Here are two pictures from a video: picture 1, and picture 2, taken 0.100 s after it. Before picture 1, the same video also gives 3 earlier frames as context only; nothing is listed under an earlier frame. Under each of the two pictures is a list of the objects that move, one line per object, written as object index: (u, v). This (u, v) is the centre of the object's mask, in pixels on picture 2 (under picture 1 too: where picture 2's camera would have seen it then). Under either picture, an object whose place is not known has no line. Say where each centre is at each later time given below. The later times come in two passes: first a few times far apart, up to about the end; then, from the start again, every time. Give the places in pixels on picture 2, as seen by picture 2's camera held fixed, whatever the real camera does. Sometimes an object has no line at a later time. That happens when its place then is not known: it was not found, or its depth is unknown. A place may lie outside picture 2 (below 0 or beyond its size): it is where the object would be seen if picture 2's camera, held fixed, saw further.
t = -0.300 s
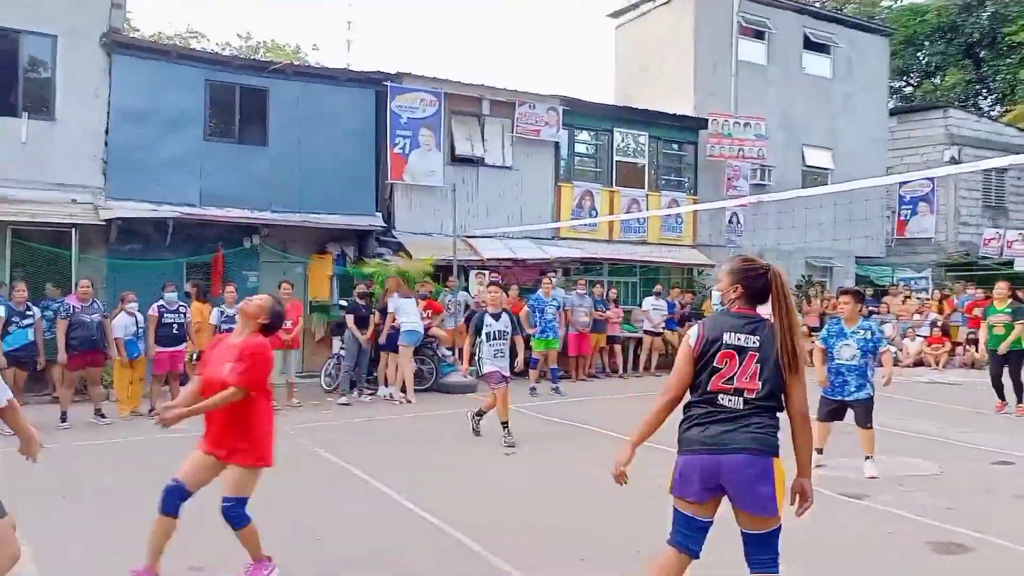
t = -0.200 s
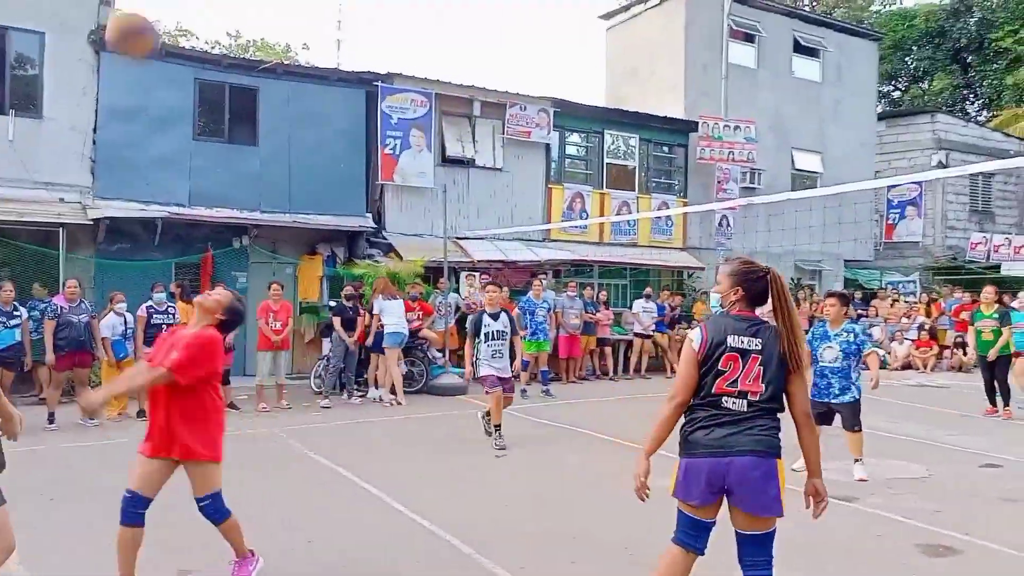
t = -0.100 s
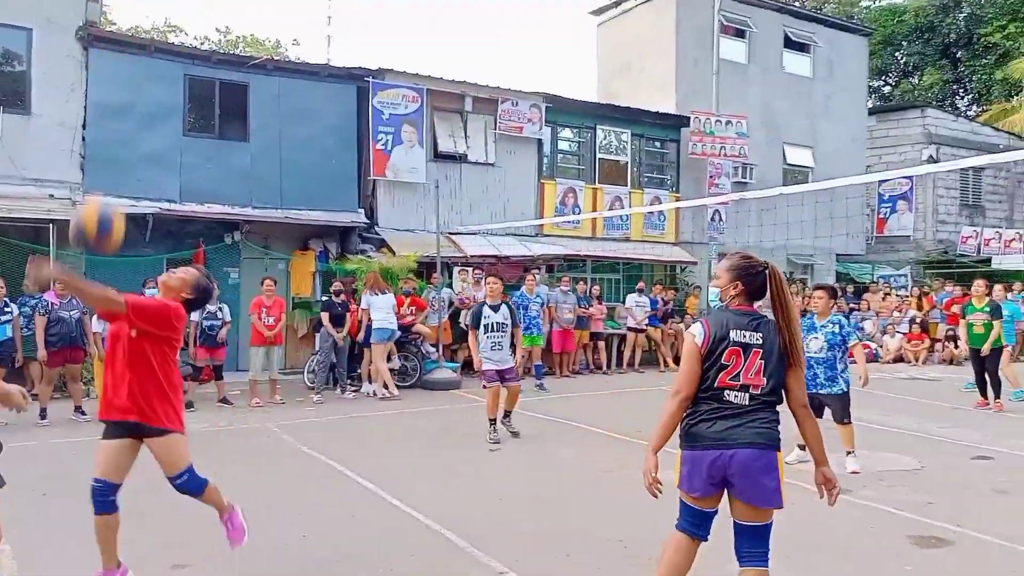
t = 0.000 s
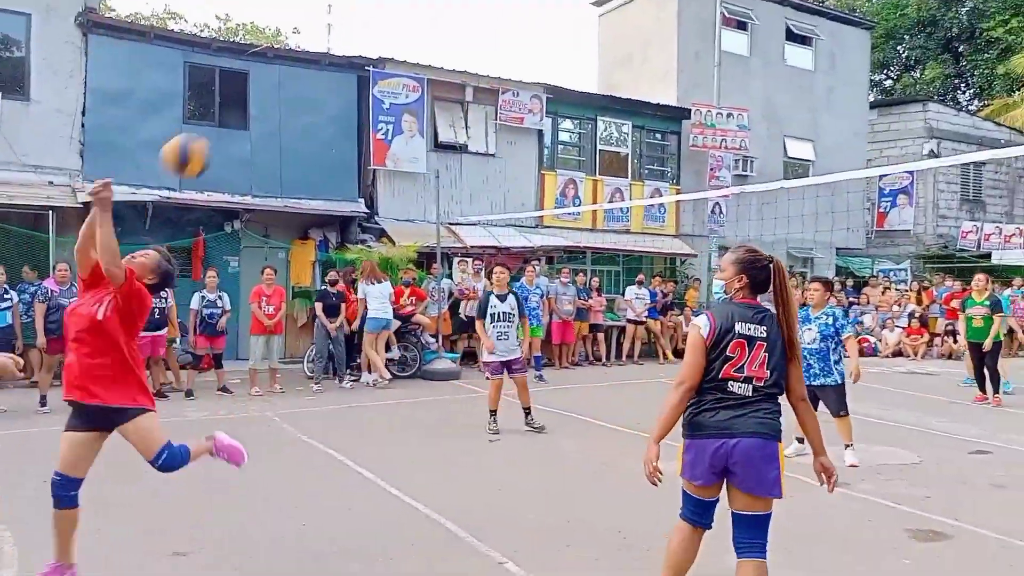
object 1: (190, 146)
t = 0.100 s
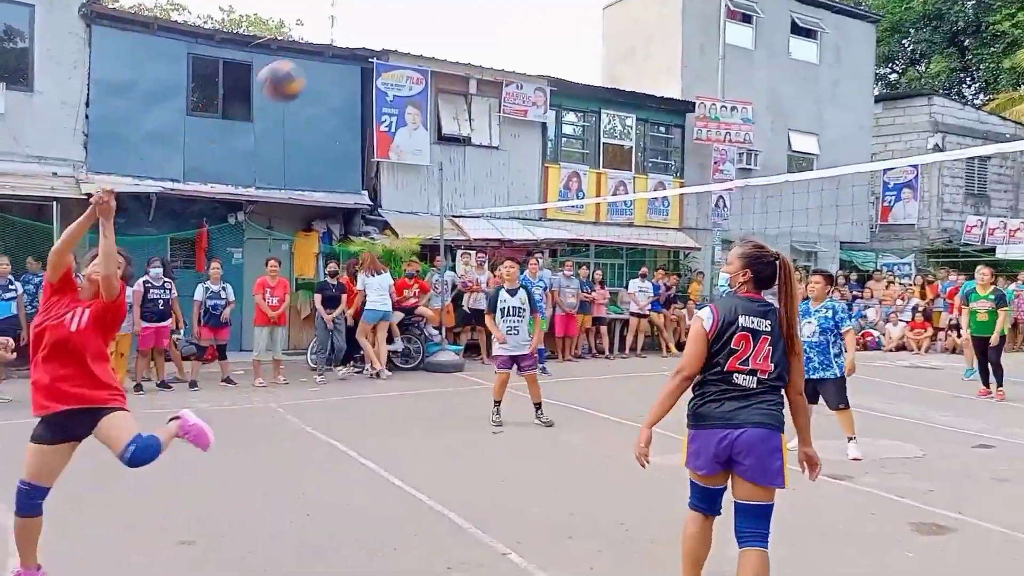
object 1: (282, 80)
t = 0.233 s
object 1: (379, 37)
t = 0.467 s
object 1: (503, 43)
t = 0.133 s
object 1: (308, 66)
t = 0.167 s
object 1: (330, 54)
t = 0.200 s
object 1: (355, 46)
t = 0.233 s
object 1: (379, 37)
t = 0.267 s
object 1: (400, 34)
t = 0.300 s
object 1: (420, 32)
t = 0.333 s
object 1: (440, 32)
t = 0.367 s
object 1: (458, 34)
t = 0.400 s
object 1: (474, 35)
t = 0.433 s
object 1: (488, 37)
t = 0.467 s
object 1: (503, 43)
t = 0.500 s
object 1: (517, 51)
